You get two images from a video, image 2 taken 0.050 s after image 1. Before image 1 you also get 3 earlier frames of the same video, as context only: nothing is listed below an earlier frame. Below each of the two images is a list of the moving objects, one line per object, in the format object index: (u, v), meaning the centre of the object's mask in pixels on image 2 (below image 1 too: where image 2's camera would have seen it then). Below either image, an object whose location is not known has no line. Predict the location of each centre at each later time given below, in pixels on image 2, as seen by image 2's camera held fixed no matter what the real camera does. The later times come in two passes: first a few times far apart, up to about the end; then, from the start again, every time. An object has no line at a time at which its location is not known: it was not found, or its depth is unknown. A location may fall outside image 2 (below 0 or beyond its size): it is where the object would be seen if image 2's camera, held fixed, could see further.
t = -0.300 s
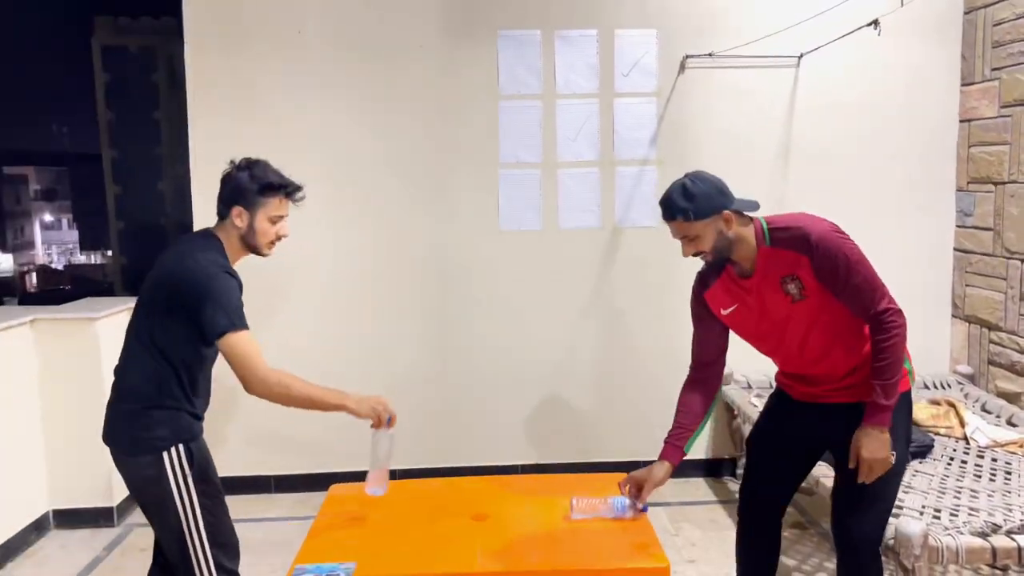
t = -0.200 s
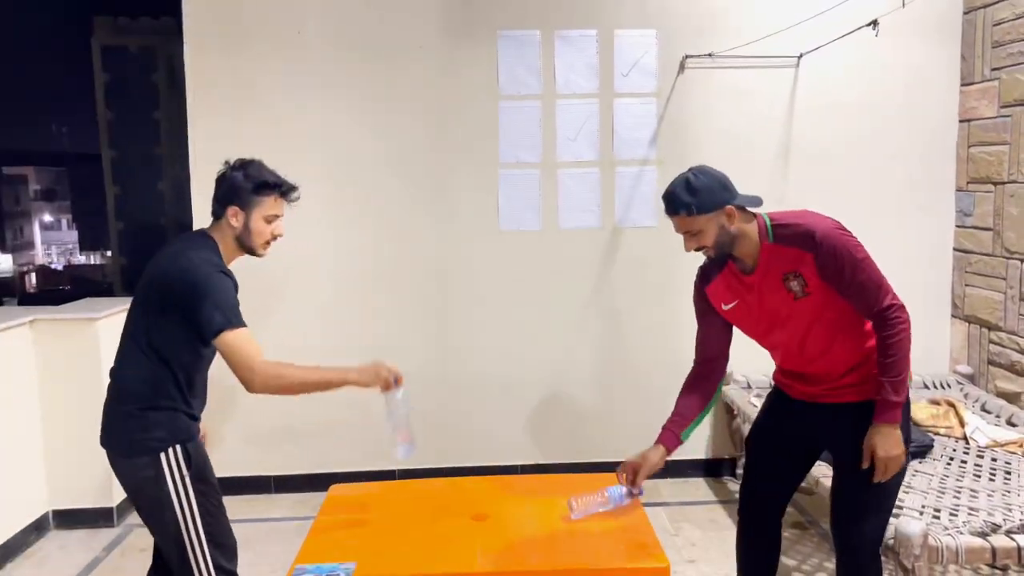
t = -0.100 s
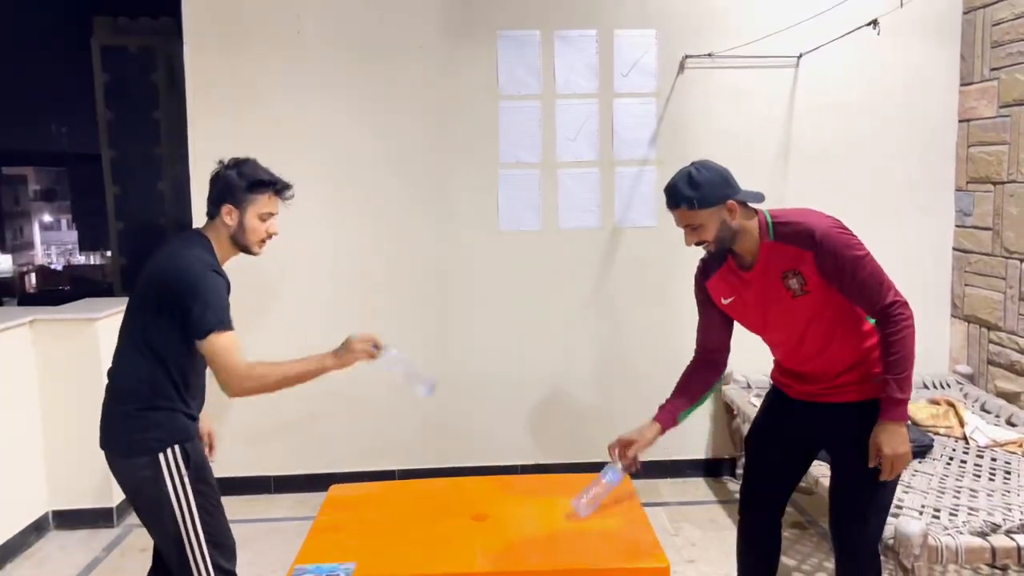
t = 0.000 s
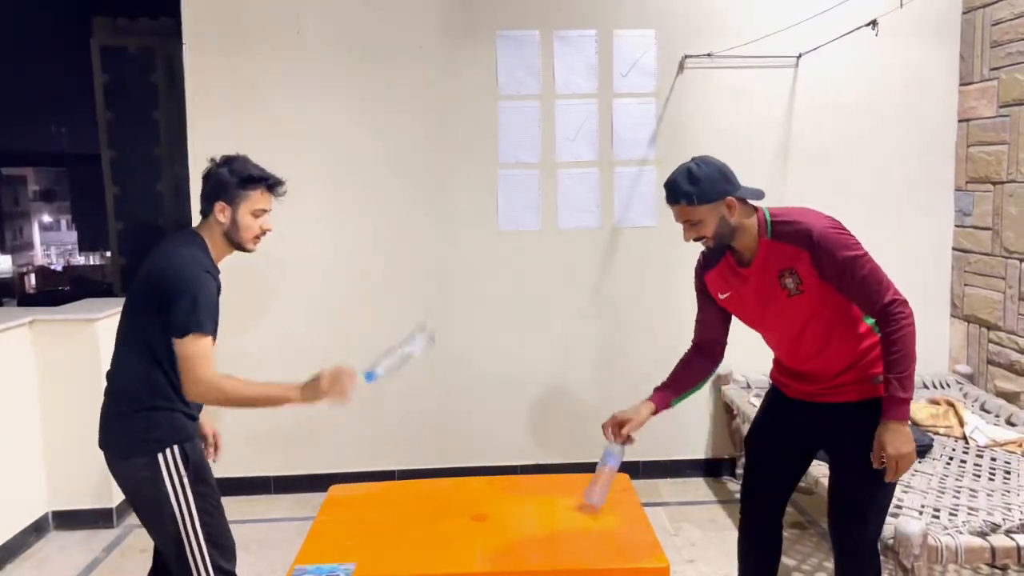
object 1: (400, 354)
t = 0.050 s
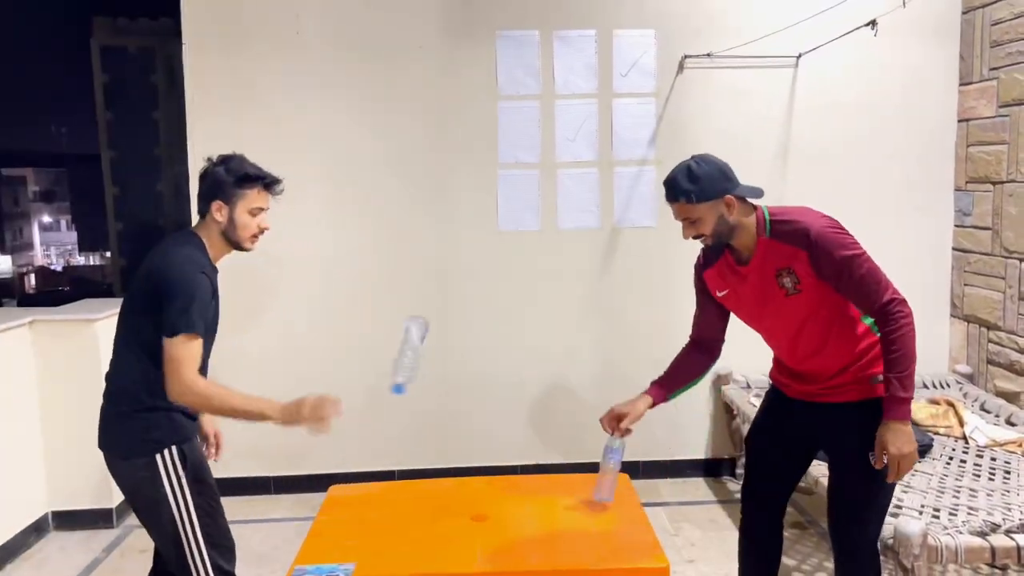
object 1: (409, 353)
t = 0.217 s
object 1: (427, 369)
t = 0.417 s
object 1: (410, 488)
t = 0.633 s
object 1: (390, 498)
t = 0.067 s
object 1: (412, 354)
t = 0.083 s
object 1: (416, 353)
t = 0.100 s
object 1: (419, 353)
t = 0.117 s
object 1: (422, 353)
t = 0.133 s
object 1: (424, 352)
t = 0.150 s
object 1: (424, 354)
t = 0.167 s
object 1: (426, 357)
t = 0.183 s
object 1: (427, 359)
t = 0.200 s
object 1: (425, 362)
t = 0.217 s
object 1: (427, 369)
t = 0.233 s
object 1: (426, 375)
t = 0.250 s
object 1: (425, 383)
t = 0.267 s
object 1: (424, 391)
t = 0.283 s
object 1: (421, 402)
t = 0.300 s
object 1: (421, 412)
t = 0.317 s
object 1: (419, 424)
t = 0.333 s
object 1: (416, 444)
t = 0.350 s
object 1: (414, 459)
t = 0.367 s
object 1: (413, 477)
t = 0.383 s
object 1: (412, 489)
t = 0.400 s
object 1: (411, 489)
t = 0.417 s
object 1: (410, 488)
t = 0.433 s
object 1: (408, 488)
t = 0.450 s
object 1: (406, 489)
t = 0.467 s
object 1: (405, 490)
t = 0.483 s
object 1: (403, 491)
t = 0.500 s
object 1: (402, 491)
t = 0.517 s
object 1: (401, 492)
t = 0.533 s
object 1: (400, 492)
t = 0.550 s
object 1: (398, 493)
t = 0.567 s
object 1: (397, 494)
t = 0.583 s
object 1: (396, 495)
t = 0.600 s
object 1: (394, 495)
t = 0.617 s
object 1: (392, 497)
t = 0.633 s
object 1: (390, 498)
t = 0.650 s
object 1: (387, 500)
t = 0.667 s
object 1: (384, 502)
